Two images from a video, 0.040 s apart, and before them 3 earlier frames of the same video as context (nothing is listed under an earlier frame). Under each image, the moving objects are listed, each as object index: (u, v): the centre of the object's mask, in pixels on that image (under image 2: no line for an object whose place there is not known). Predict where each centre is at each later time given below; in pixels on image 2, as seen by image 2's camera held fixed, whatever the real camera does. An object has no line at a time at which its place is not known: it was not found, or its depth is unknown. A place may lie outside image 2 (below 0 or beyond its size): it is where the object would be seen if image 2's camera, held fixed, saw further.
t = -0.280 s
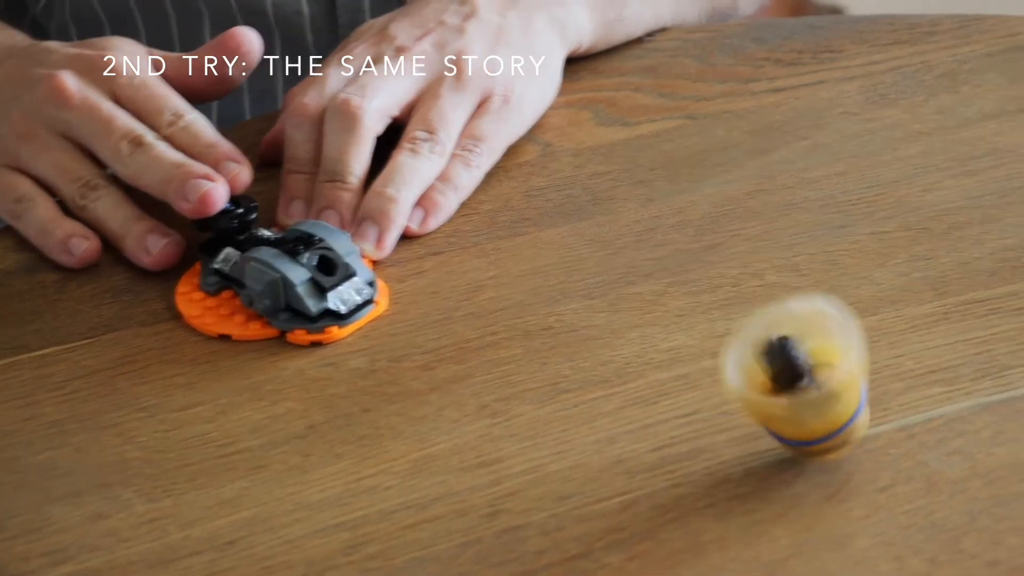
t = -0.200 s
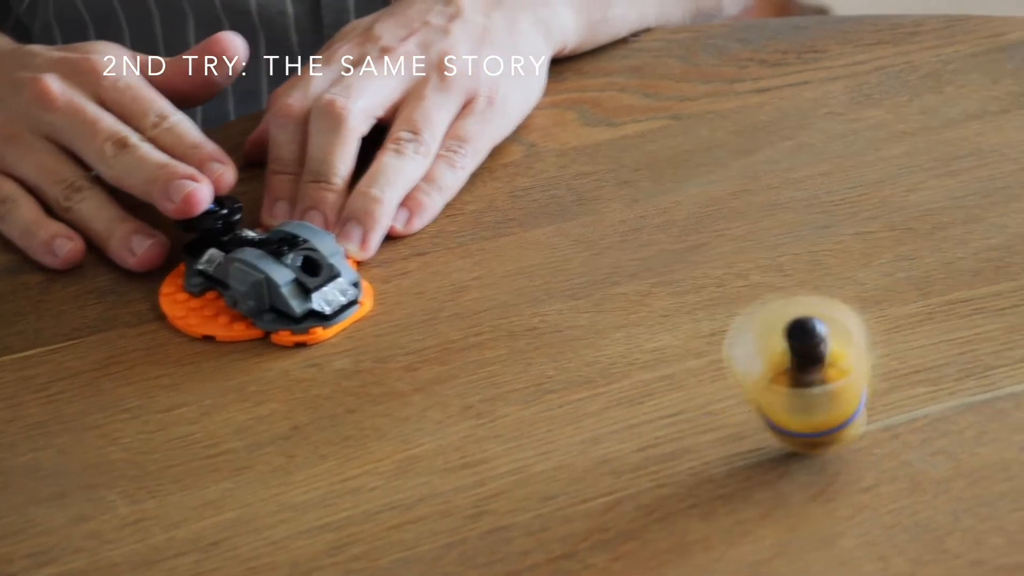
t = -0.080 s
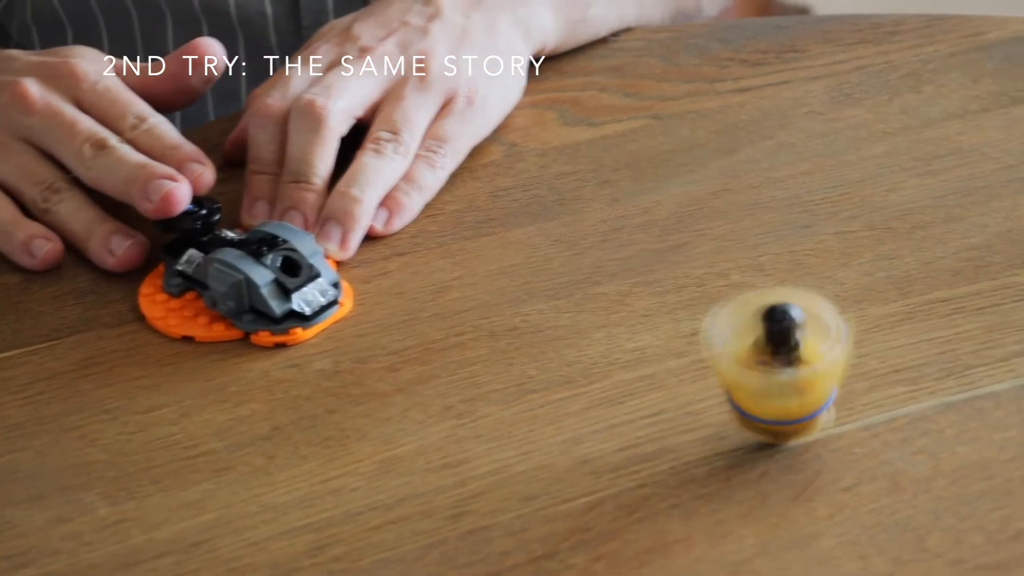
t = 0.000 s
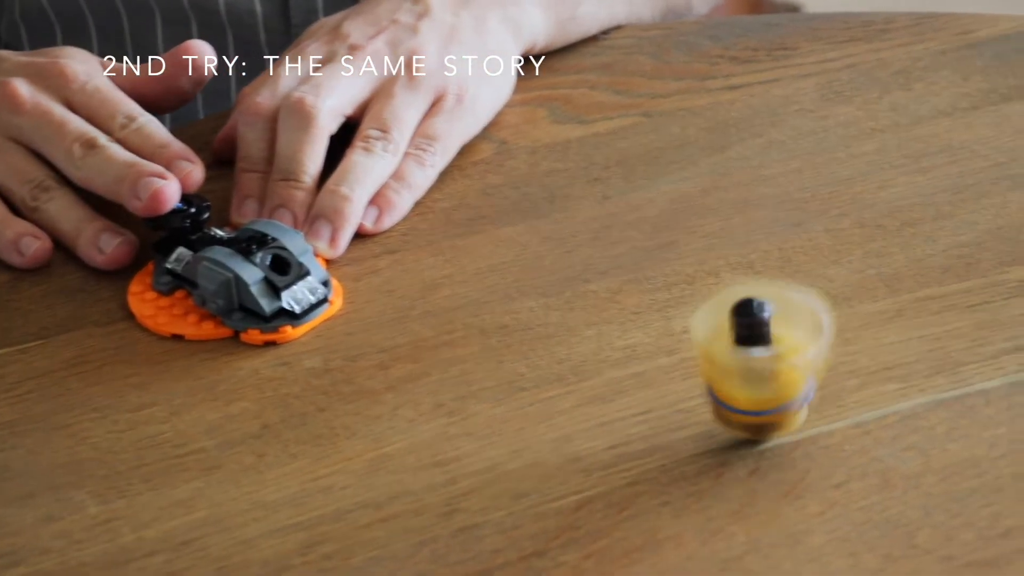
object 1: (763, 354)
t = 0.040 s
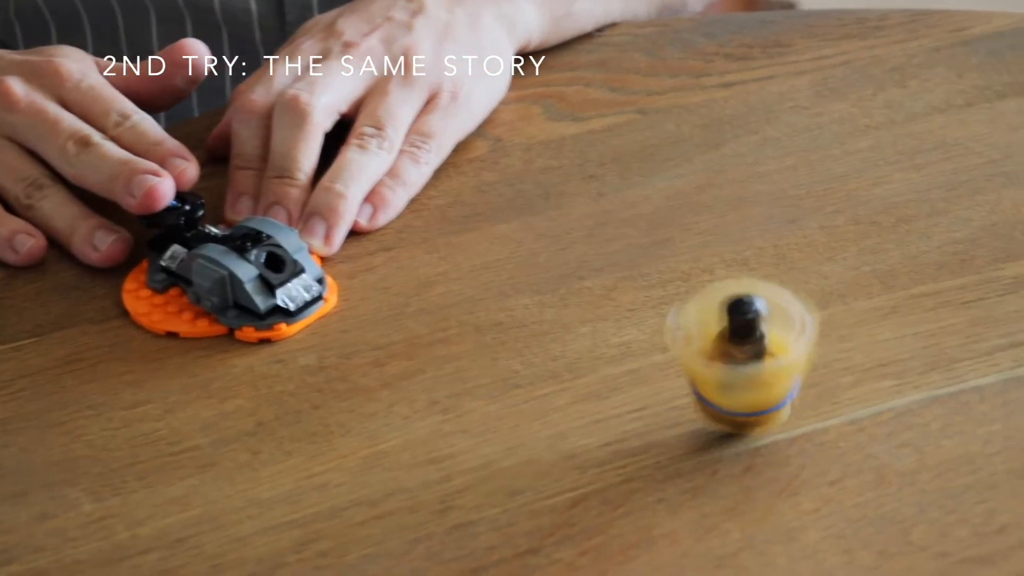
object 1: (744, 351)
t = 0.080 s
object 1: (733, 348)
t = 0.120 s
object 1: (731, 348)
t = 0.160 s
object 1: (723, 351)
